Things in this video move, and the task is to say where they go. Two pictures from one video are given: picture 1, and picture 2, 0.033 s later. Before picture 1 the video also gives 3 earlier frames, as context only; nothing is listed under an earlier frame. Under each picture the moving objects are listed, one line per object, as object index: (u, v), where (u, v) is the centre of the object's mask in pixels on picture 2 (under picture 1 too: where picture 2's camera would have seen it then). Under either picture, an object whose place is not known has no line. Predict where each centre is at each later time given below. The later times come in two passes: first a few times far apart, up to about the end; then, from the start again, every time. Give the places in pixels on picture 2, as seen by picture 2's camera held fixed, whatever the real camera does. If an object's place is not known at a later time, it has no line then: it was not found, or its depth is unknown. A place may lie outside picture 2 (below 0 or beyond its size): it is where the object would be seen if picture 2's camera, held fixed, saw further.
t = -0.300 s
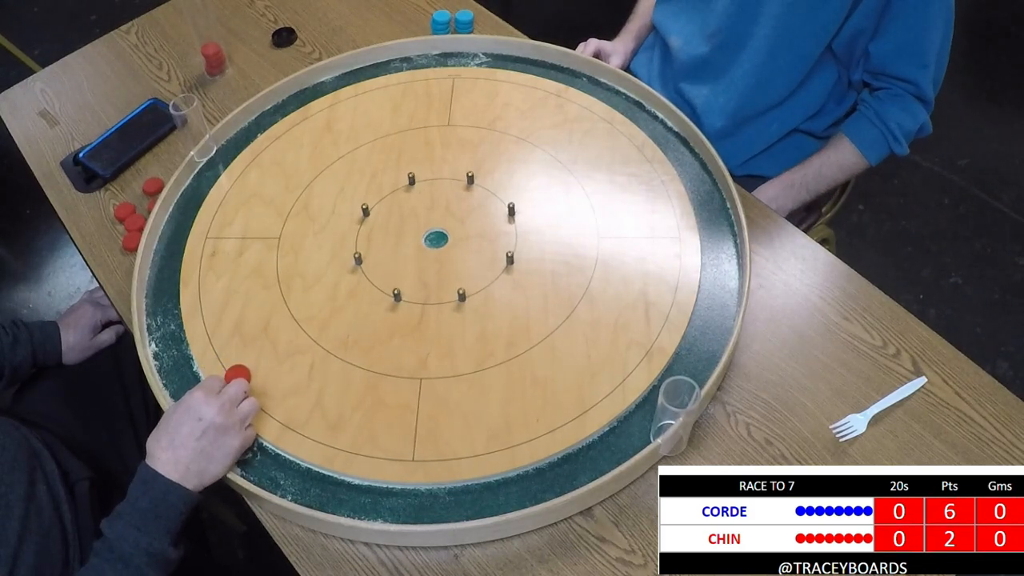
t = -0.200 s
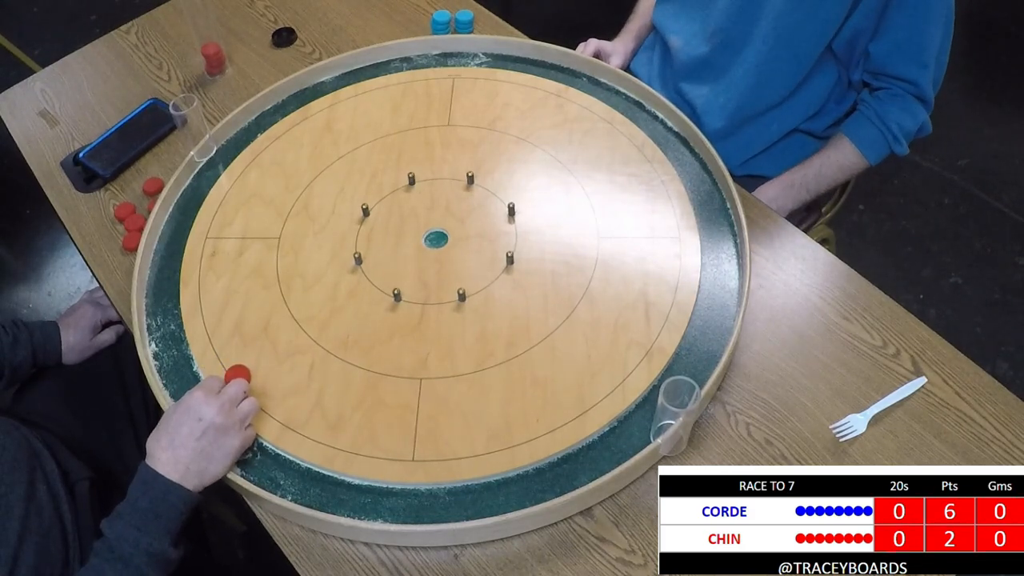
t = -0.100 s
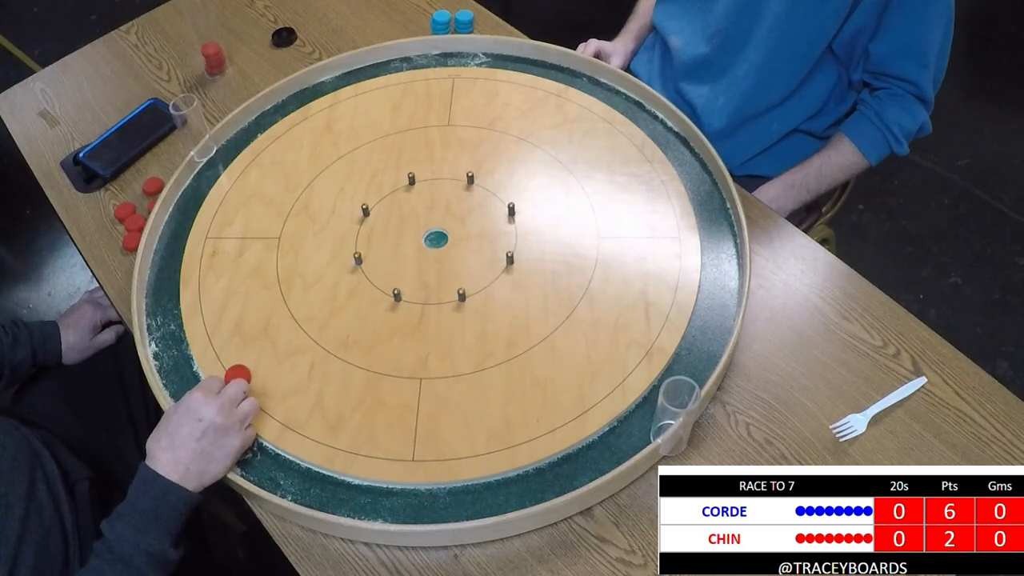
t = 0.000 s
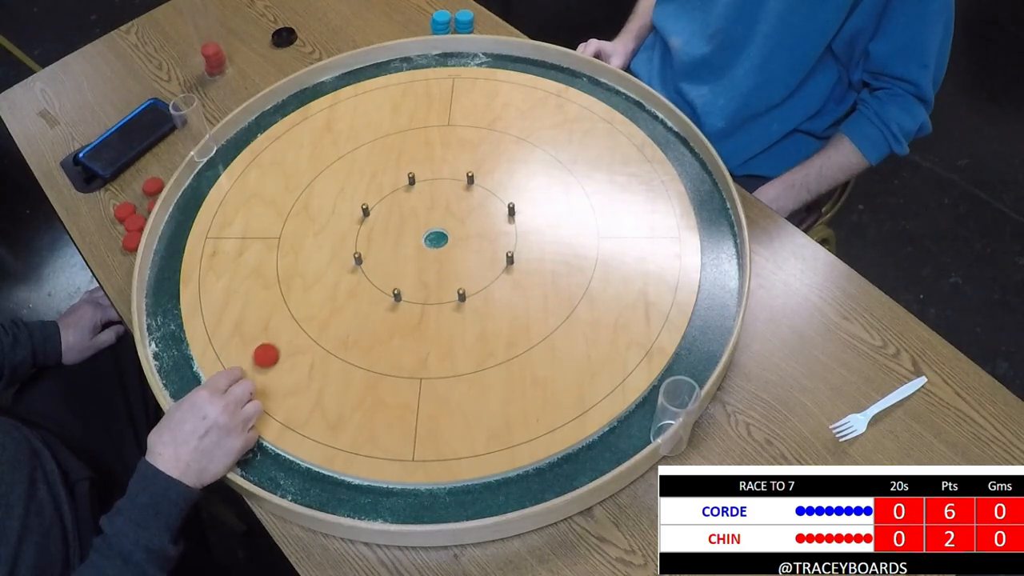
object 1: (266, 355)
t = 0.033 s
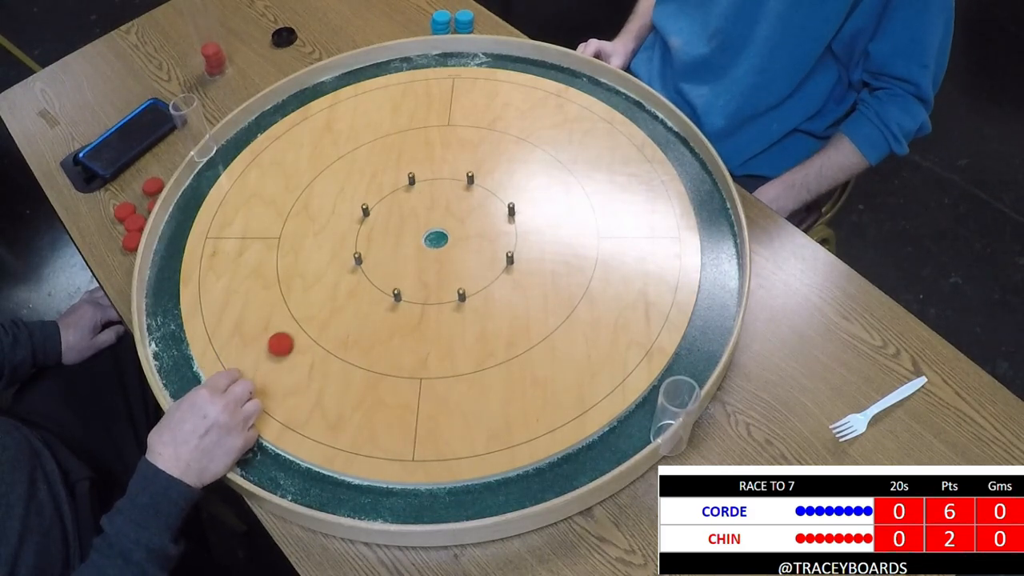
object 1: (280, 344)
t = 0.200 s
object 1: (343, 296)
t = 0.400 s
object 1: (400, 254)
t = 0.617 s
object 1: (437, 231)
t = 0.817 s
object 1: (435, 236)
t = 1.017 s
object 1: (435, 236)
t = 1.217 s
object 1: (435, 236)
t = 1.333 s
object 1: (435, 236)
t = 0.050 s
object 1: (287, 339)
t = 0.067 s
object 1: (294, 333)
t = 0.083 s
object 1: (301, 328)
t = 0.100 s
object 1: (307, 323)
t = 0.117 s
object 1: (314, 319)
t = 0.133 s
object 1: (320, 314)
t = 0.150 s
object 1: (326, 309)
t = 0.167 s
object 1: (332, 305)
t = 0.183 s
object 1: (337, 300)
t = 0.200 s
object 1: (343, 296)
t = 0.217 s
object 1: (348, 292)
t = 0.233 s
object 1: (354, 288)
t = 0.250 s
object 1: (359, 284)
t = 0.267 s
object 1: (364, 280)
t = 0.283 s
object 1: (369, 277)
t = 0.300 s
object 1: (374, 273)
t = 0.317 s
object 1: (379, 270)
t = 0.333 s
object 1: (383, 266)
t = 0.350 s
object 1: (388, 263)
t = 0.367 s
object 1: (392, 260)
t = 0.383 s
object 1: (396, 257)
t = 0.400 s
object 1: (400, 254)
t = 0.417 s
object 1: (404, 251)
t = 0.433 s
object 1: (408, 248)
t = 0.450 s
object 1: (411, 245)
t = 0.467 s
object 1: (415, 242)
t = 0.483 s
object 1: (418, 240)
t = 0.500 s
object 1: (421, 237)
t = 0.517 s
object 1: (425, 235)
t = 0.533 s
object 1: (428, 233)
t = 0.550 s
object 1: (431, 232)
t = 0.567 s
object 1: (433, 230)
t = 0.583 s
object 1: (435, 230)
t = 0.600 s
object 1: (436, 230)
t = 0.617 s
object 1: (437, 231)
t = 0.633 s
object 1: (437, 231)
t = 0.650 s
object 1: (437, 232)
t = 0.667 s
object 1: (436, 233)
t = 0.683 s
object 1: (436, 234)
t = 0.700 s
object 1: (435, 235)
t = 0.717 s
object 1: (435, 236)
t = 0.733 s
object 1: (435, 236)
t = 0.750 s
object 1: (435, 236)
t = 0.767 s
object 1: (435, 236)
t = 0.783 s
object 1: (435, 235)
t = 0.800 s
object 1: (435, 235)
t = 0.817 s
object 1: (435, 236)
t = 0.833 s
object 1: (435, 236)
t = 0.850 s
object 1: (435, 236)
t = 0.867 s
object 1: (435, 236)
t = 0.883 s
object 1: (435, 236)
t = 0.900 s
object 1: (435, 236)
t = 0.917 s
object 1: (435, 236)
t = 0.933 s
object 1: (435, 236)
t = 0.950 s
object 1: (435, 236)
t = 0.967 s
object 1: (435, 236)
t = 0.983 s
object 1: (435, 236)
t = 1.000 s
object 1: (435, 236)
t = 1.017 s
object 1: (435, 236)
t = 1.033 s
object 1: (435, 236)
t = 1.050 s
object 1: (435, 236)
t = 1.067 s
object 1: (435, 236)
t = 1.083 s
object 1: (435, 236)
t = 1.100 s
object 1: (435, 236)
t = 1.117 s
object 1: (435, 236)
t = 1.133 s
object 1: (435, 236)
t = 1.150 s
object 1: (435, 236)
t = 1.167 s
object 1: (435, 236)
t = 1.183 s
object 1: (435, 236)
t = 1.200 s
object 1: (435, 236)
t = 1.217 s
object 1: (435, 236)
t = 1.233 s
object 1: (435, 236)
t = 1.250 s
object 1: (435, 236)
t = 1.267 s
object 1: (435, 236)
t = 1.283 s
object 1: (435, 236)
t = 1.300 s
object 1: (435, 236)
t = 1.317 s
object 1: (435, 236)
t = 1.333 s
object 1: (435, 236)
